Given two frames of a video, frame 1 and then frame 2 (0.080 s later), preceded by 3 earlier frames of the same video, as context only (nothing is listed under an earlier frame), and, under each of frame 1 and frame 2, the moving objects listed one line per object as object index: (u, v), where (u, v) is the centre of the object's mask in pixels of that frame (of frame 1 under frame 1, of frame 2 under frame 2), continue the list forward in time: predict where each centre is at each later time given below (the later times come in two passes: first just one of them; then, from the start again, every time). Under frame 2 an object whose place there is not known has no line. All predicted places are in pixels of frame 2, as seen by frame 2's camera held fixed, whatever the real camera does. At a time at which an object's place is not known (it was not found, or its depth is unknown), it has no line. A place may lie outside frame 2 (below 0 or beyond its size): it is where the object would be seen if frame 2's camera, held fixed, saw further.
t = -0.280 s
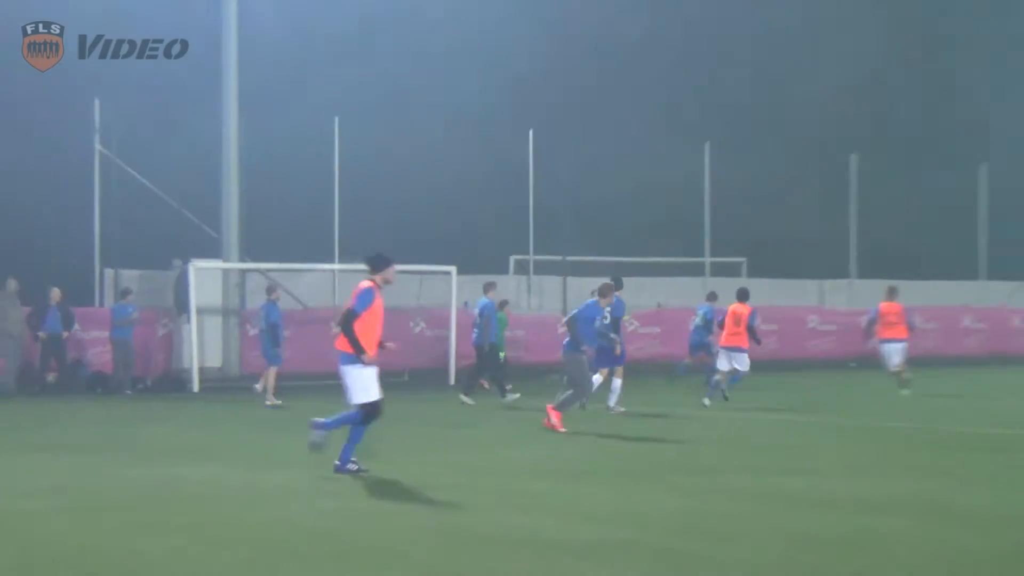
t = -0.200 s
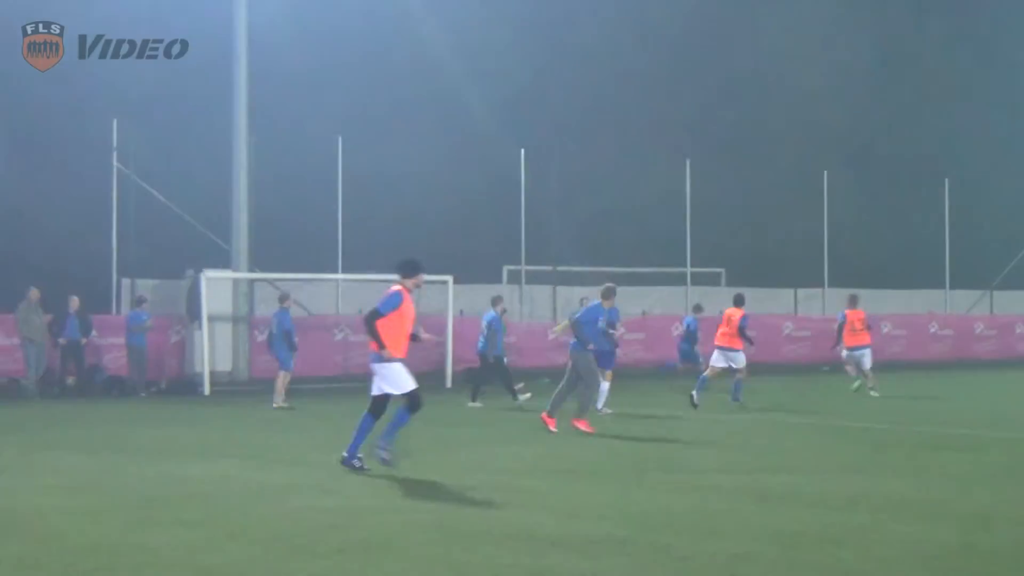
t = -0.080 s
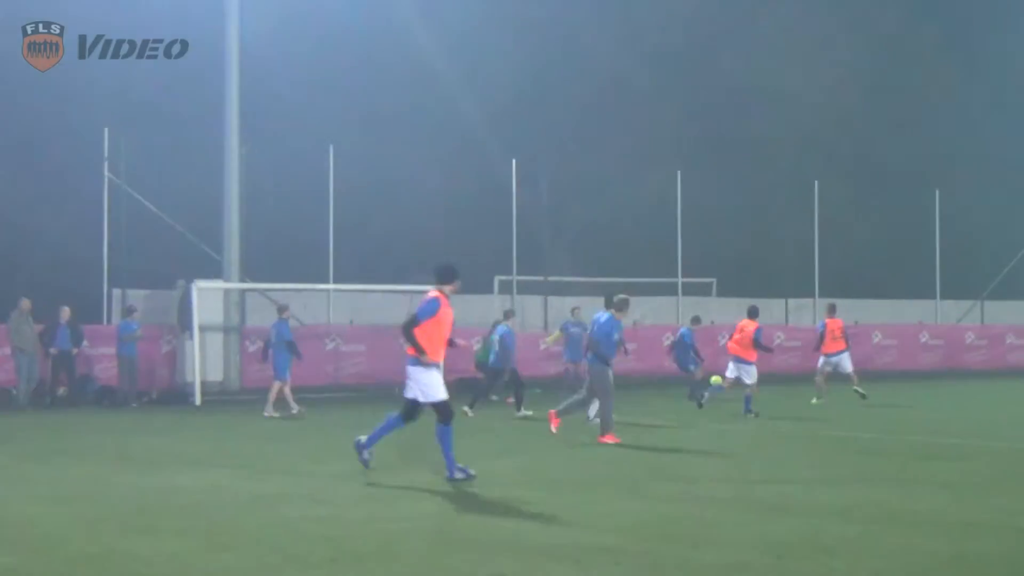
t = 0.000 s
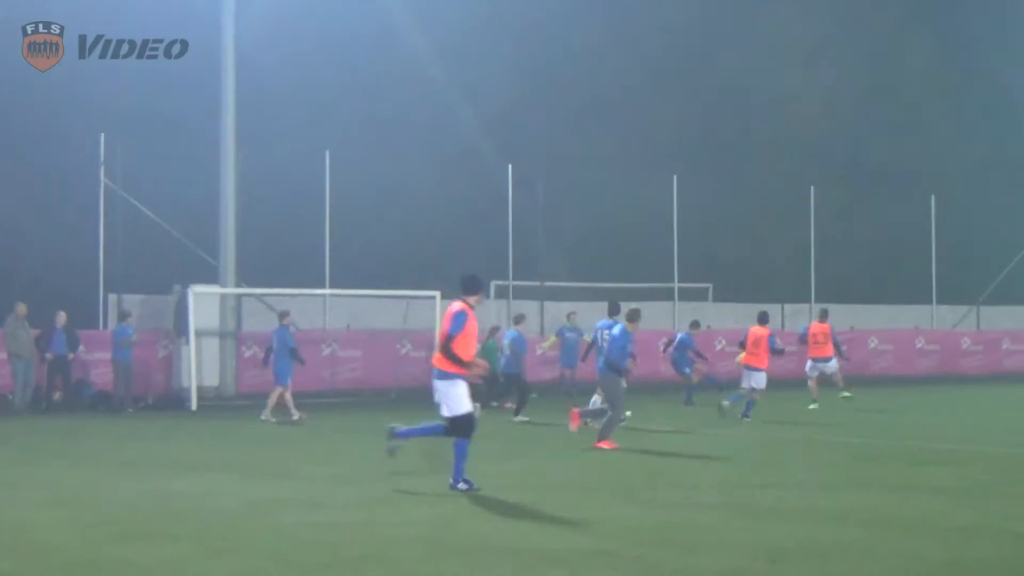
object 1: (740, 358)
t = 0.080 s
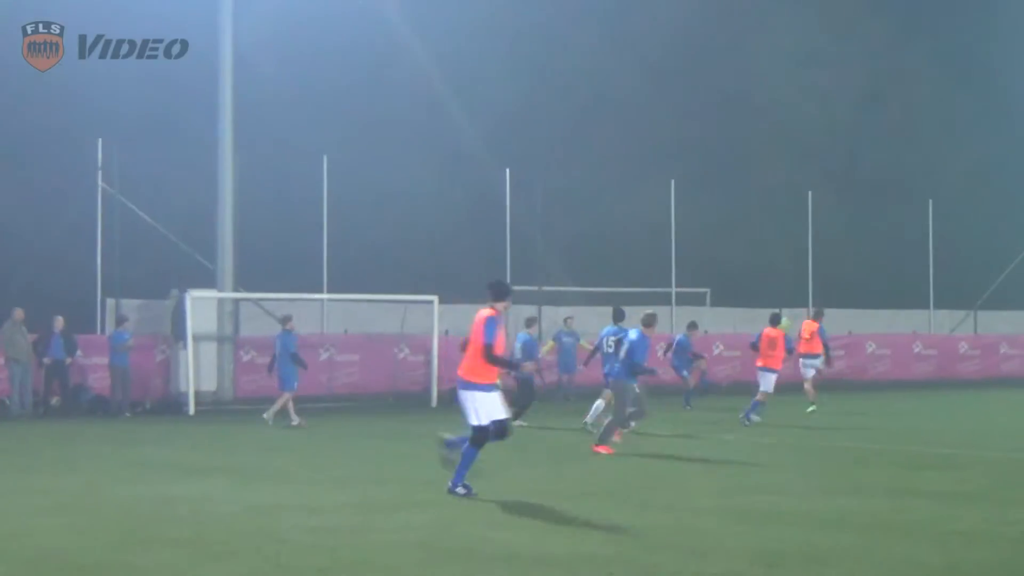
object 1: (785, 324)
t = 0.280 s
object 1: (883, 244)
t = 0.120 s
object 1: (801, 308)
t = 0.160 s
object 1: (822, 292)
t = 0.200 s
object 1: (841, 276)
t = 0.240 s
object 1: (863, 260)
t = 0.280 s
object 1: (883, 244)
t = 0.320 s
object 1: (905, 227)
